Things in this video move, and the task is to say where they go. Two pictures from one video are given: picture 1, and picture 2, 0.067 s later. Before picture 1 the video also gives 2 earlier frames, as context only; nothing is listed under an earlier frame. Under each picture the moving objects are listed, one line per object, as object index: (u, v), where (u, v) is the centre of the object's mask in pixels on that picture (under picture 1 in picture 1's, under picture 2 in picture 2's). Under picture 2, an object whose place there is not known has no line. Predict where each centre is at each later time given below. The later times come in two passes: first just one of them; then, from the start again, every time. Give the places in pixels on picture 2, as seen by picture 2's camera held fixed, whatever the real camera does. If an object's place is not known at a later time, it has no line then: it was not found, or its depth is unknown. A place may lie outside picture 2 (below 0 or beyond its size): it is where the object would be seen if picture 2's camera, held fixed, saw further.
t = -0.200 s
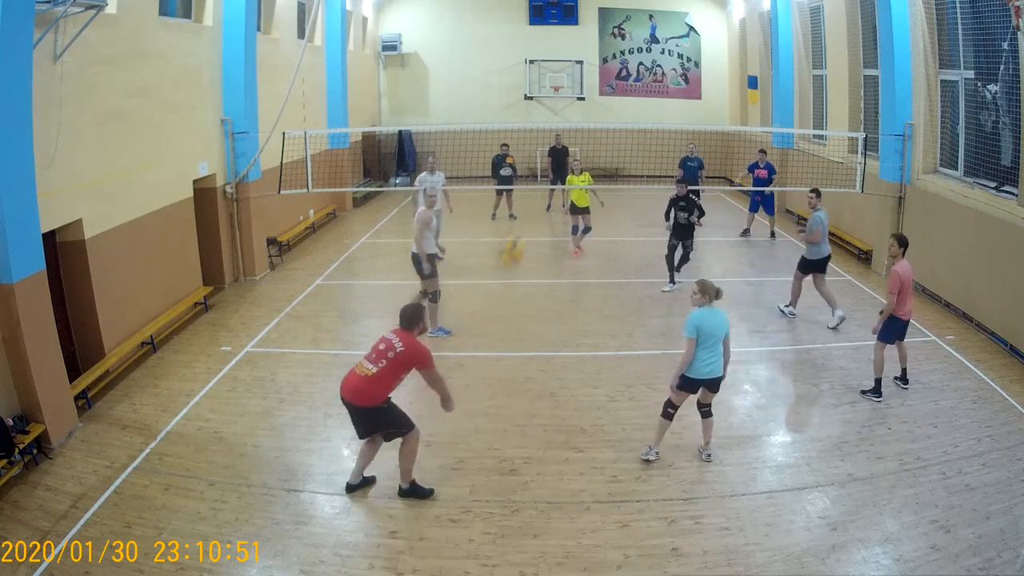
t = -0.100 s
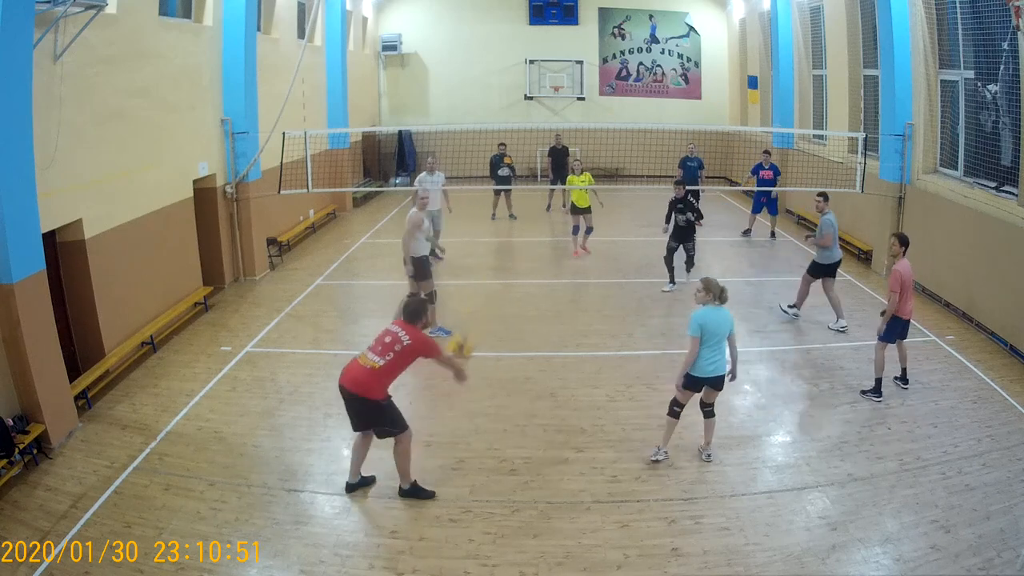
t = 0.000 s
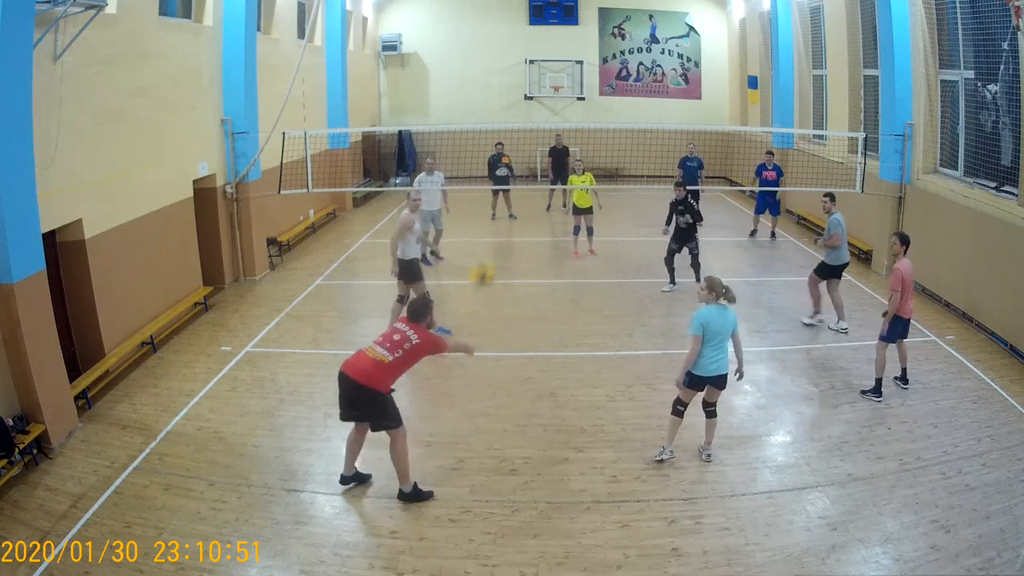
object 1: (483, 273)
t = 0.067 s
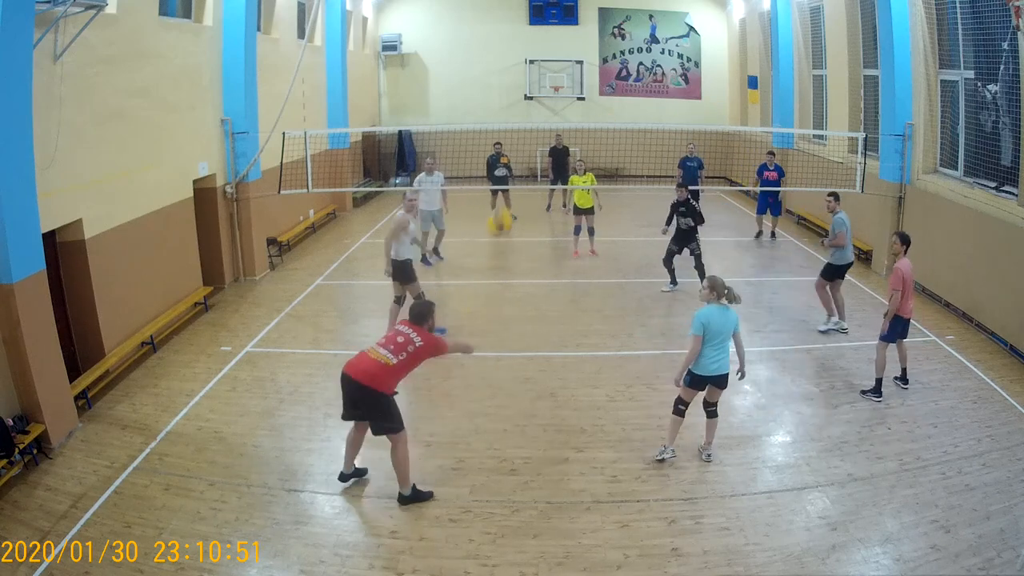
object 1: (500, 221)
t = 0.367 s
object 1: (564, 88)
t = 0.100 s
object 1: (508, 202)
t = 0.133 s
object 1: (515, 181)
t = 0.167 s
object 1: (523, 163)
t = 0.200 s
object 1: (531, 146)
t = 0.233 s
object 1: (539, 131)
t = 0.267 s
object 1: (546, 119)
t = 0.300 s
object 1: (552, 106)
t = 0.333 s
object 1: (558, 95)
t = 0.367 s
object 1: (564, 88)
